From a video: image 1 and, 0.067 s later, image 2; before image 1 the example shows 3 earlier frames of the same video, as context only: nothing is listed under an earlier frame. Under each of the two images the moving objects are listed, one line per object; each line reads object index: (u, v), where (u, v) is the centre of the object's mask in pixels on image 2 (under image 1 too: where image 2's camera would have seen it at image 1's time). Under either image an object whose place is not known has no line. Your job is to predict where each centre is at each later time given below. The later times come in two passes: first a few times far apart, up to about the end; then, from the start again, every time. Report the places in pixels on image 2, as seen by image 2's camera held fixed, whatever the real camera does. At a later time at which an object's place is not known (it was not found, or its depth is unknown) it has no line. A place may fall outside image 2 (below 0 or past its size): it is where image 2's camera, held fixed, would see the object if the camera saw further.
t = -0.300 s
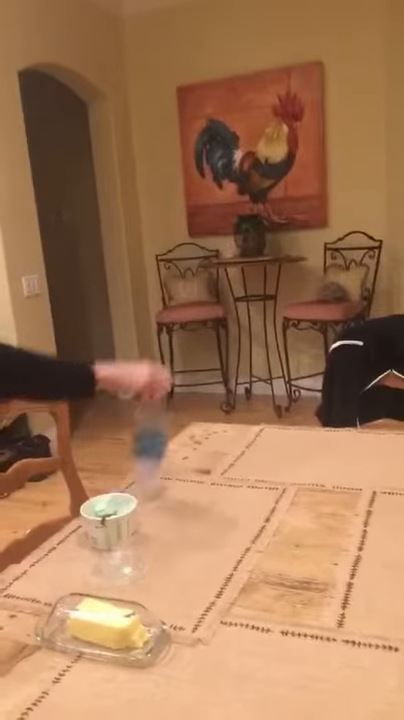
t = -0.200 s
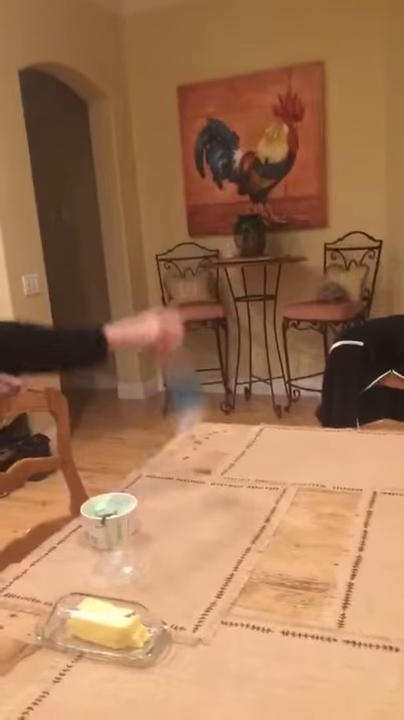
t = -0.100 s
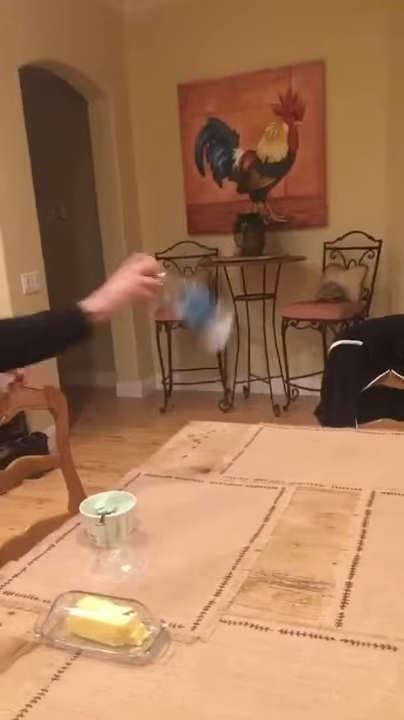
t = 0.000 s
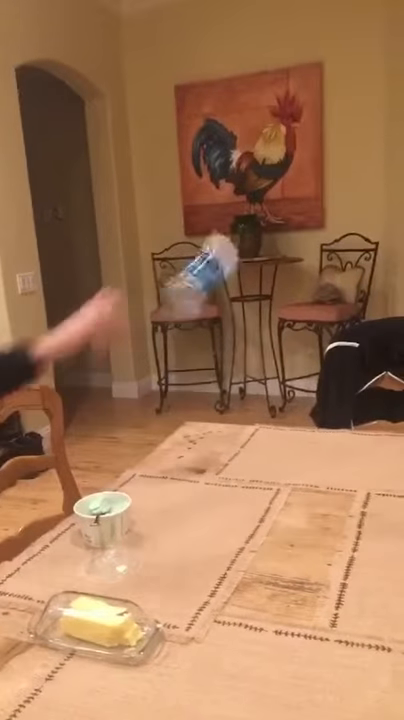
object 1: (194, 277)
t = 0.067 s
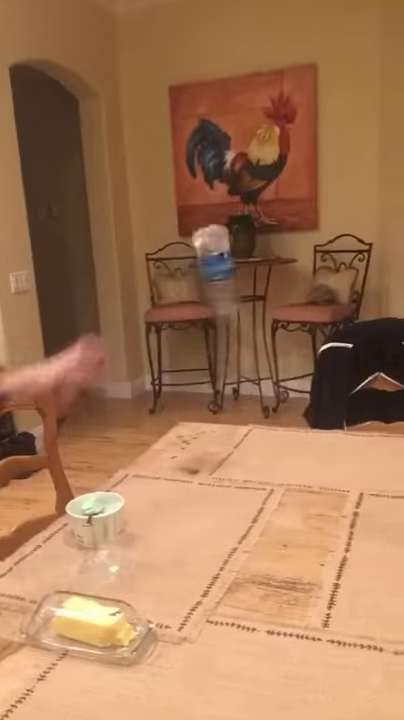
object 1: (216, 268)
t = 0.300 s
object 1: (246, 375)
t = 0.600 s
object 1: (249, 431)
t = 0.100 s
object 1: (222, 262)
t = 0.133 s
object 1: (228, 268)
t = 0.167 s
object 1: (231, 279)
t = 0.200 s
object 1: (233, 295)
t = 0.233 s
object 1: (238, 316)
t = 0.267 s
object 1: (244, 338)
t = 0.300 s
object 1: (246, 375)
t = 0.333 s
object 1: (252, 416)
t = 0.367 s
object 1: (253, 430)
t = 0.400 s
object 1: (251, 431)
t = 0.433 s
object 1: (249, 432)
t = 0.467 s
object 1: (248, 431)
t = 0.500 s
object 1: (247, 432)
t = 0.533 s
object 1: (247, 432)
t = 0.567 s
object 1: (248, 432)
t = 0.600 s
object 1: (249, 431)
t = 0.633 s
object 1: (251, 430)
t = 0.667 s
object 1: (250, 430)
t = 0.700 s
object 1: (249, 429)
